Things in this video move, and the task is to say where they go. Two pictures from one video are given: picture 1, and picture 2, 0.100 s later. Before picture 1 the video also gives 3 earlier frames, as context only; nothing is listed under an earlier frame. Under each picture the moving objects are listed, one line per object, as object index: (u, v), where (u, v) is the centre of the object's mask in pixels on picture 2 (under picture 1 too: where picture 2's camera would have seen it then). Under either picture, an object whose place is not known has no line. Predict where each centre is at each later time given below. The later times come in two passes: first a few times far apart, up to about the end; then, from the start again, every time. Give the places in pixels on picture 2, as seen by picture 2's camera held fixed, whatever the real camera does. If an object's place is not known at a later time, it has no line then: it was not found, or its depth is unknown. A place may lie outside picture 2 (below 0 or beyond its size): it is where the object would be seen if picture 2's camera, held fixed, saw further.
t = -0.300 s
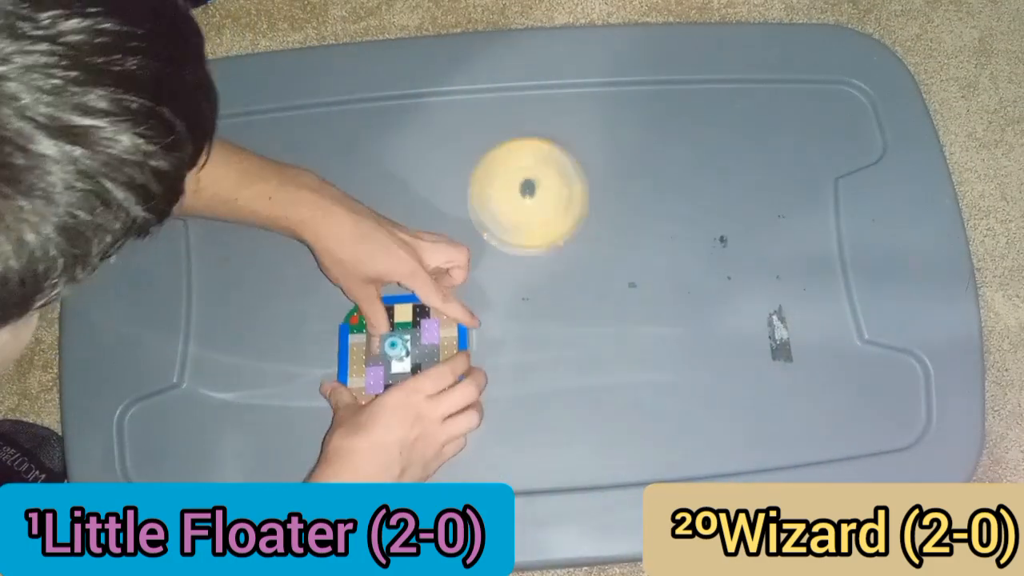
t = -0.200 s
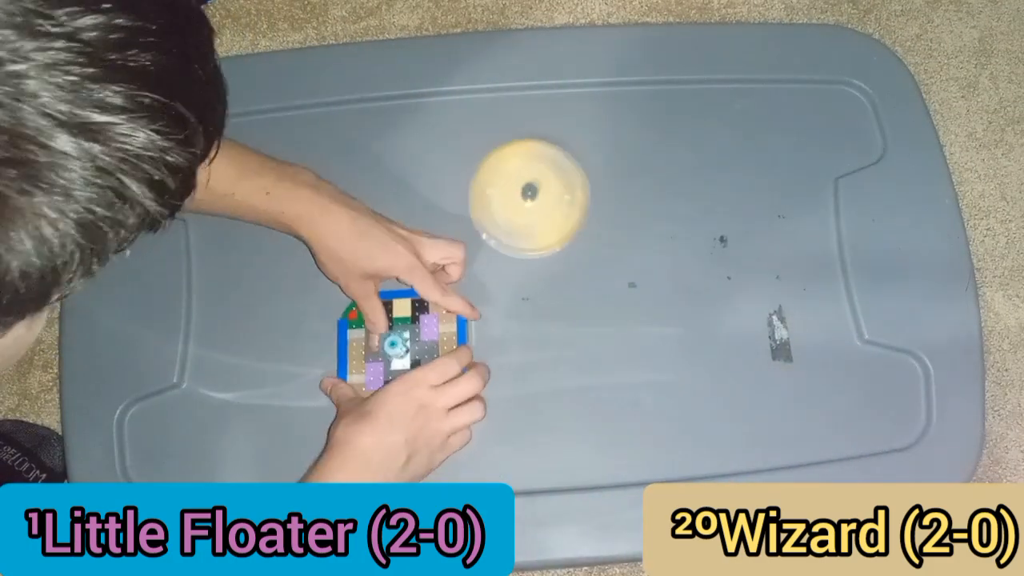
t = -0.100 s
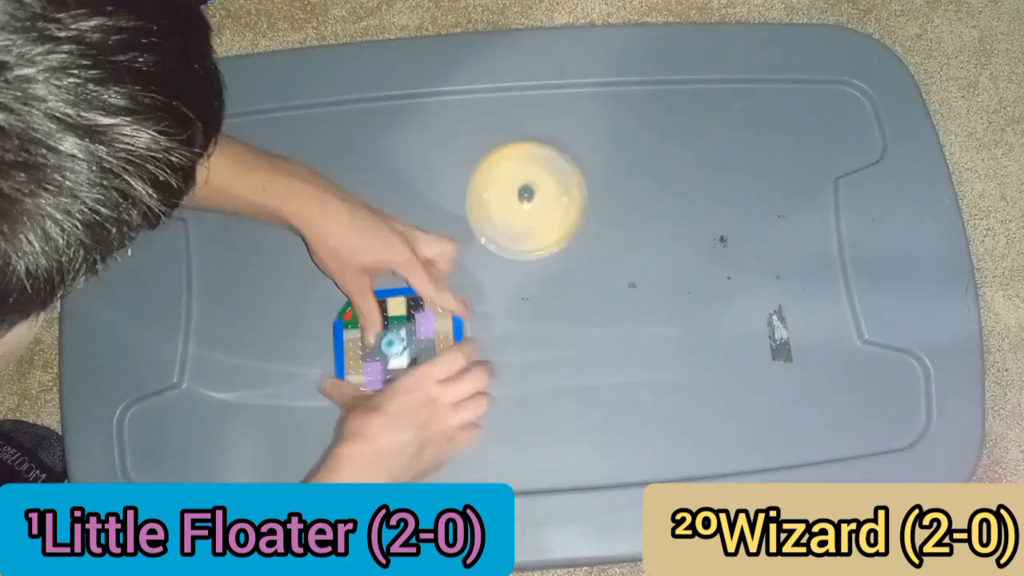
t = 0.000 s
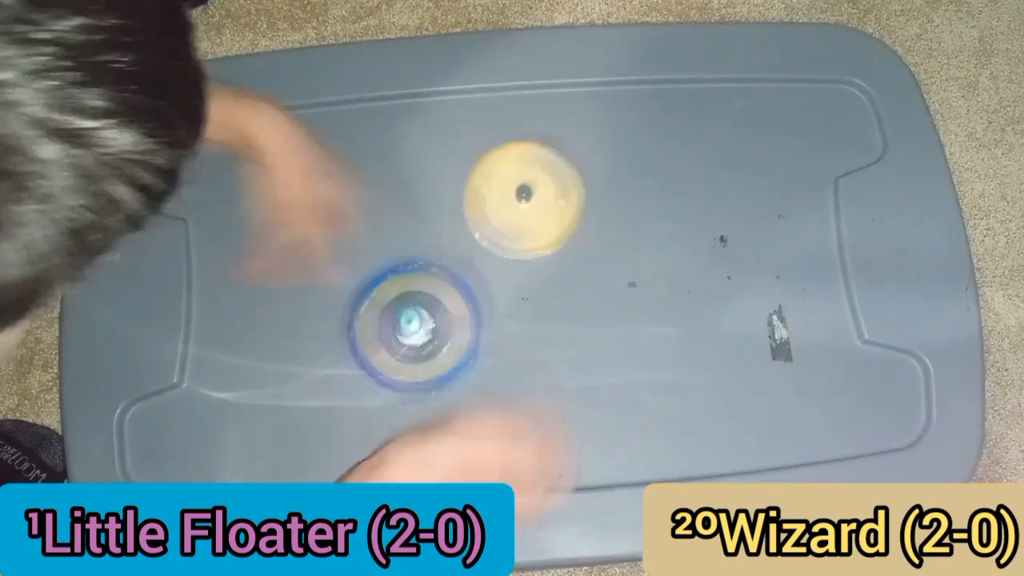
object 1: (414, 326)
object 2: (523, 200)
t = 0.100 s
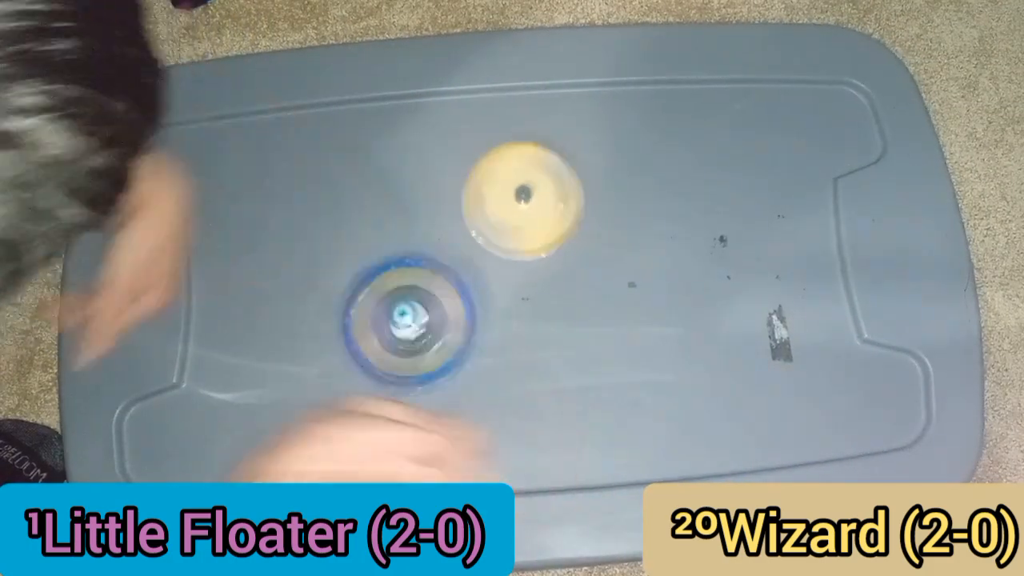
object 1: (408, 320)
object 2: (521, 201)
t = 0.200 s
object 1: (403, 310)
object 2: (521, 200)
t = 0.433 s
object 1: (398, 288)
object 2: (522, 201)
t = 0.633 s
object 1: (401, 271)
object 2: (523, 199)
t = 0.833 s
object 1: (401, 266)
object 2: (536, 175)
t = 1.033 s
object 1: (396, 267)
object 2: (568, 169)
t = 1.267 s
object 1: (396, 269)
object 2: (568, 249)
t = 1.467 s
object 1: (401, 273)
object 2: (558, 245)
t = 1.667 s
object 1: (408, 281)
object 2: (556, 240)
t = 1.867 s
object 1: (417, 288)
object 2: (552, 238)
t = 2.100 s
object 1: (430, 299)
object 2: (554, 238)
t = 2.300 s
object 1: (433, 313)
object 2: (570, 228)
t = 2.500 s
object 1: (441, 326)
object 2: (571, 230)
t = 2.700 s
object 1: (449, 338)
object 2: (568, 232)
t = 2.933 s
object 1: (461, 350)
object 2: (561, 230)
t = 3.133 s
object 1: (470, 357)
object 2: (563, 227)
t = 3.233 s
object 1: (474, 360)
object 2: (562, 230)
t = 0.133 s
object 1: (405, 319)
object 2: (523, 200)
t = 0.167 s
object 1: (403, 313)
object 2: (522, 201)
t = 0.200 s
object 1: (403, 310)
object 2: (521, 200)
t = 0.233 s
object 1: (401, 308)
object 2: (524, 199)
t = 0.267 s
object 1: (400, 304)
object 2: (522, 201)
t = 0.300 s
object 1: (400, 300)
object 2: (521, 200)
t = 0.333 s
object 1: (398, 298)
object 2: (524, 201)
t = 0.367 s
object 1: (398, 294)
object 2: (521, 200)
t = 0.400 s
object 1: (399, 291)
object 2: (523, 200)
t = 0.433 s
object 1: (398, 288)
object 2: (522, 201)
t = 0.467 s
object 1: (398, 284)
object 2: (521, 199)
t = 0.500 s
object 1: (399, 283)
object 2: (523, 200)
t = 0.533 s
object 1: (399, 279)
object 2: (522, 200)
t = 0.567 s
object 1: (400, 275)
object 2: (524, 199)
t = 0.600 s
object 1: (400, 274)
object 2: (522, 200)
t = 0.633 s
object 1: (401, 271)
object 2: (523, 199)
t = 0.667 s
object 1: (402, 268)
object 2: (524, 201)
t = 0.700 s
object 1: (403, 266)
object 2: (522, 198)
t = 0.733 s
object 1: (404, 263)
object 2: (525, 199)
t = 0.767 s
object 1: (406, 261)
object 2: (523, 199)
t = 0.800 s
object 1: (406, 262)
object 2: (528, 192)
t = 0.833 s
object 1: (401, 266)
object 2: (536, 175)
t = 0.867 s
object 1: (400, 269)
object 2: (546, 162)
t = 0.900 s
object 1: (400, 268)
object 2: (552, 150)
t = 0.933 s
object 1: (399, 268)
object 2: (556, 143)
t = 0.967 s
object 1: (398, 267)
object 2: (562, 139)
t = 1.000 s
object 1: (397, 268)
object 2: (564, 147)
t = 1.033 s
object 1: (396, 267)
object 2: (568, 169)
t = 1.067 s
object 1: (397, 267)
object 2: (572, 190)
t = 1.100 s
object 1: (396, 267)
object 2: (574, 207)
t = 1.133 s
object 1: (397, 267)
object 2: (573, 222)
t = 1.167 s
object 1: (396, 267)
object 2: (573, 235)
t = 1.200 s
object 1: (397, 267)
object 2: (573, 244)
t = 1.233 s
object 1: (396, 268)
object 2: (572, 247)
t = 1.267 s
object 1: (396, 269)
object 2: (568, 249)
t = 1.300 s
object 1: (397, 269)
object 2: (566, 251)
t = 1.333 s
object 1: (397, 269)
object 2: (563, 251)
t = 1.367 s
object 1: (399, 271)
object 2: (562, 249)
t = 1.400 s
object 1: (399, 271)
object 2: (560, 247)
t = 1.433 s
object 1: (400, 273)
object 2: (559, 246)
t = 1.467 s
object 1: (401, 273)
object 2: (558, 245)
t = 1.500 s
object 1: (402, 275)
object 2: (558, 244)
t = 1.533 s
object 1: (403, 276)
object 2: (558, 242)
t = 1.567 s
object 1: (404, 276)
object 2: (557, 241)
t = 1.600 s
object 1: (405, 279)
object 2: (556, 242)
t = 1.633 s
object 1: (406, 279)
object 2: (556, 242)
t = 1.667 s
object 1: (408, 281)
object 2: (556, 240)
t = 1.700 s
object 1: (409, 281)
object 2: (555, 240)
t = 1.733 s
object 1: (411, 283)
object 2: (554, 241)
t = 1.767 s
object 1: (411, 283)
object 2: (554, 240)
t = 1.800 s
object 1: (414, 286)
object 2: (554, 238)
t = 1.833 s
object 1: (415, 286)
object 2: (553, 237)
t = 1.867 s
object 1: (417, 288)
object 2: (552, 238)
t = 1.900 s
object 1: (418, 289)
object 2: (552, 237)
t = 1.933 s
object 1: (420, 291)
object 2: (552, 238)
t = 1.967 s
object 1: (421, 292)
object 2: (553, 237)
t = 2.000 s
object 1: (423, 294)
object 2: (553, 236)
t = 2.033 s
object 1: (426, 295)
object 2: (553, 236)
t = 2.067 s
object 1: (427, 297)
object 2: (553, 238)
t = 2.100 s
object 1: (430, 299)
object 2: (554, 238)
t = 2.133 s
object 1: (431, 299)
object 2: (554, 237)
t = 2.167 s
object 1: (433, 302)
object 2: (552, 238)
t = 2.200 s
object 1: (431, 305)
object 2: (558, 234)
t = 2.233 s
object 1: (432, 309)
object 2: (565, 231)
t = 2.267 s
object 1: (432, 310)
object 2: (569, 230)
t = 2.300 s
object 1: (433, 313)
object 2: (570, 228)
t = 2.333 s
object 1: (434, 315)
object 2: (571, 228)
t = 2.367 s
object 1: (436, 317)
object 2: (571, 229)
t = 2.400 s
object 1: (437, 319)
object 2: (572, 230)
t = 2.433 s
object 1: (438, 321)
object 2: (572, 230)
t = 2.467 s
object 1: (439, 323)
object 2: (572, 230)
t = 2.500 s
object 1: (441, 326)
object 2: (571, 230)
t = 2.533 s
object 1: (441, 328)
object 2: (570, 232)
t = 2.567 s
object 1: (444, 330)
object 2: (570, 232)
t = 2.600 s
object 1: (445, 332)
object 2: (570, 233)
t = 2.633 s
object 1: (446, 334)
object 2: (569, 233)
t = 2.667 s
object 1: (448, 336)
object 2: (569, 233)
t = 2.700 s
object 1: (449, 338)
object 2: (568, 232)
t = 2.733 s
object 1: (452, 340)
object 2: (567, 232)
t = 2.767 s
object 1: (452, 341)
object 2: (566, 233)
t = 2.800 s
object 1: (455, 344)
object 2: (565, 234)
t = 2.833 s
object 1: (455, 345)
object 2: (565, 233)
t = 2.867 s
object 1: (458, 347)
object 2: (564, 232)
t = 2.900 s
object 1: (458, 349)
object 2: (562, 230)
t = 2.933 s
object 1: (461, 350)
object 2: (561, 230)
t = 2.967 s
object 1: (462, 352)
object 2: (560, 230)
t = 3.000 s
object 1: (464, 353)
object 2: (560, 229)
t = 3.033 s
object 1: (465, 354)
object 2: (561, 228)
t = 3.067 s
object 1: (467, 355)
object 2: (562, 229)
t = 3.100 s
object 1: (468, 357)
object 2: (564, 227)
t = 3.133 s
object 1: (470, 357)
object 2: (563, 227)
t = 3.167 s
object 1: (470, 358)
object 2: (562, 228)
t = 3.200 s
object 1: (473, 359)
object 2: (562, 229)
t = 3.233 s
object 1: (474, 360)
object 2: (562, 230)
